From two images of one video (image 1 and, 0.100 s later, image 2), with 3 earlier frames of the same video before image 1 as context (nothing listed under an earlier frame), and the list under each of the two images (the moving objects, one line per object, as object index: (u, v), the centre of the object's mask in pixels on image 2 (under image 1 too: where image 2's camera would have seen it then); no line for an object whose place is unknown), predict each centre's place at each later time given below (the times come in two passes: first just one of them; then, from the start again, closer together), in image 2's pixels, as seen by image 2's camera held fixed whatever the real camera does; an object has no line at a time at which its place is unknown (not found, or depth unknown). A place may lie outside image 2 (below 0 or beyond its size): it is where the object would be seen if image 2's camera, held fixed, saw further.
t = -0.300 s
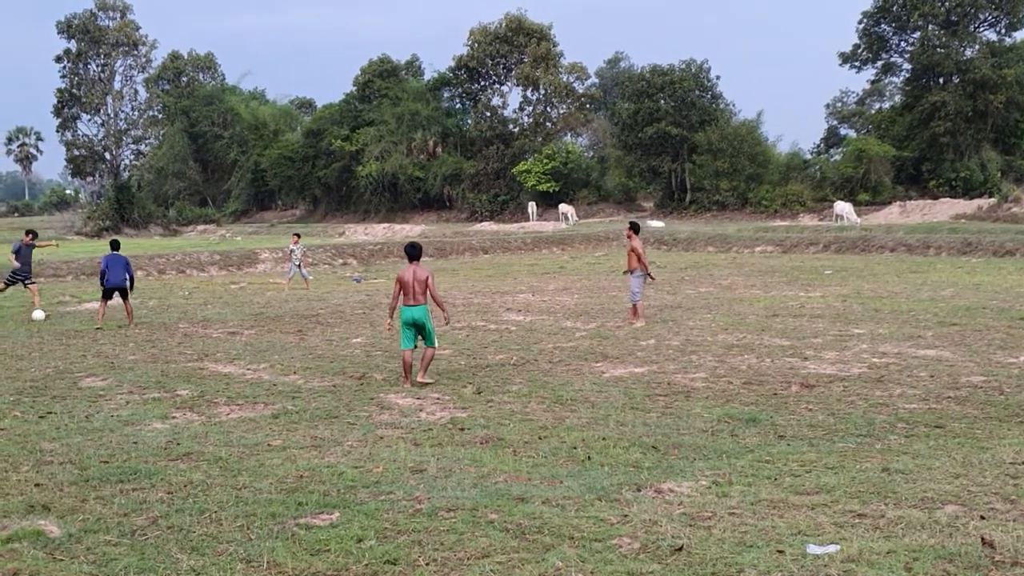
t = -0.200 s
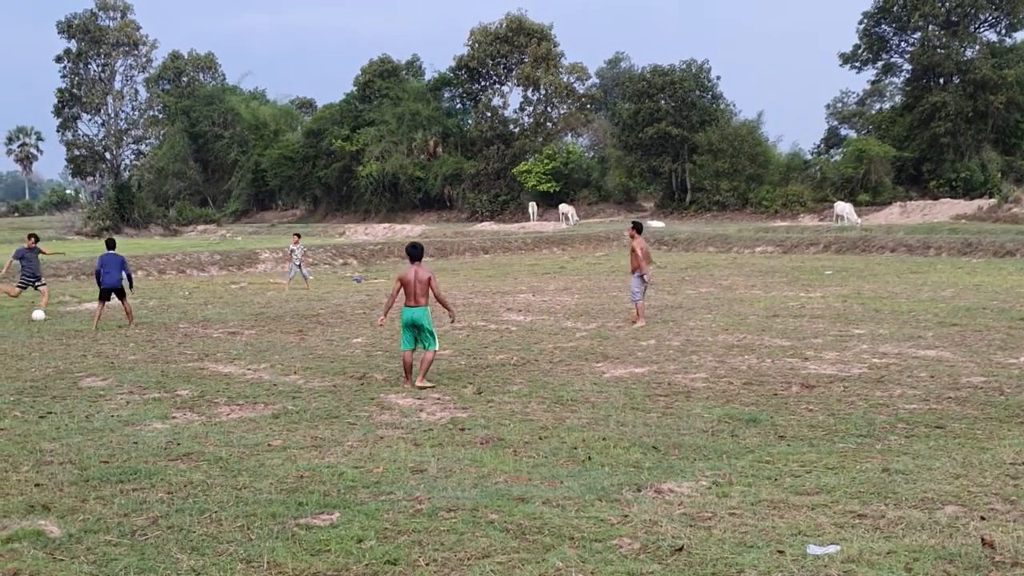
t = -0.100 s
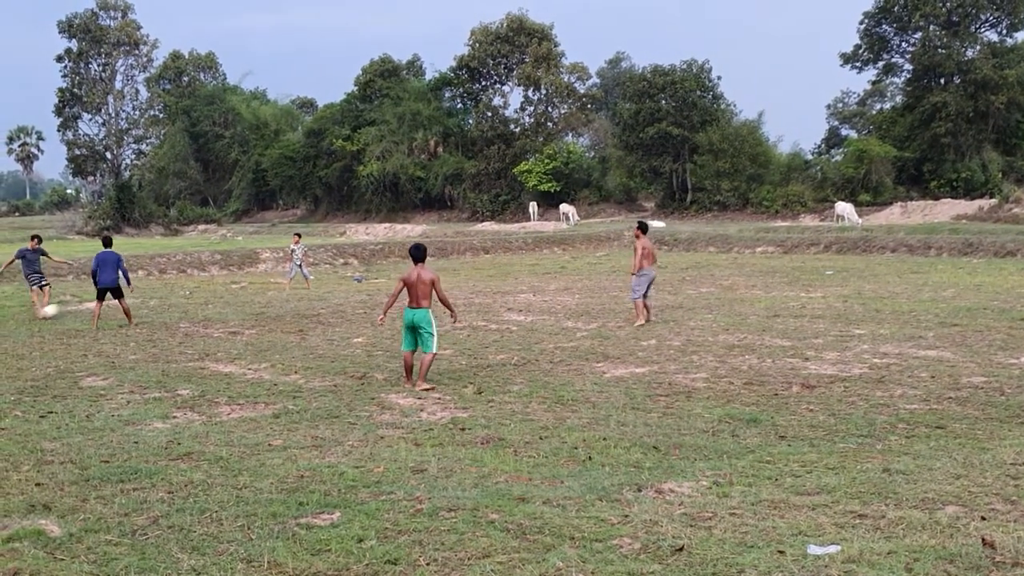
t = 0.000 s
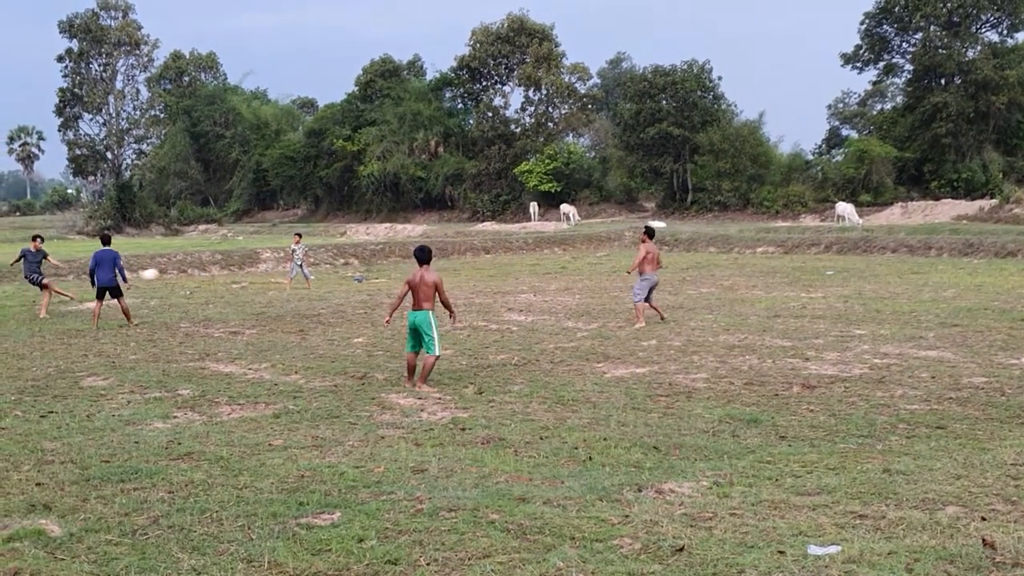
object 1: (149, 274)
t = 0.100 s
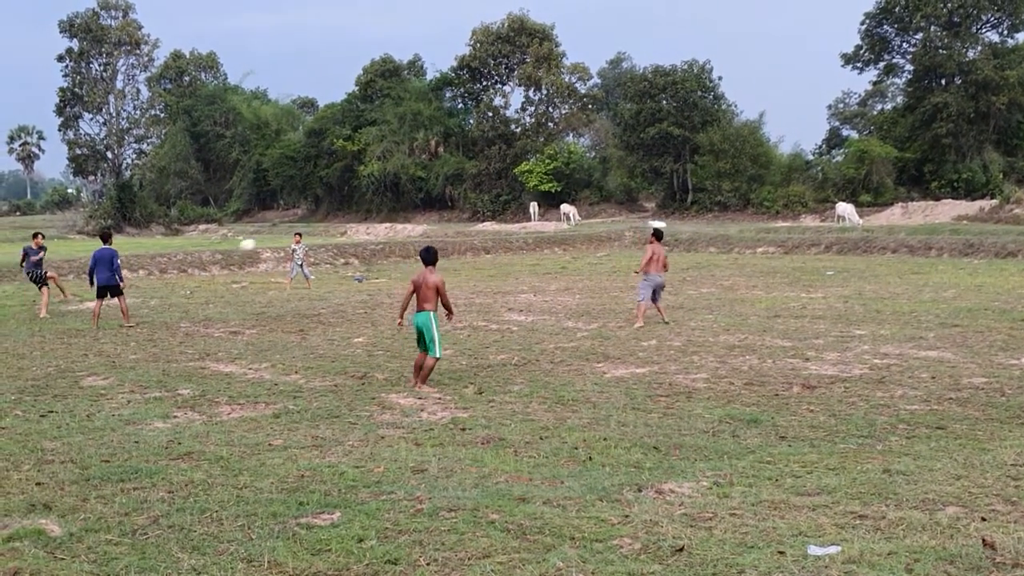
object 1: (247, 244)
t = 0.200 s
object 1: (343, 222)
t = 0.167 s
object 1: (312, 229)
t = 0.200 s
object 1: (343, 222)
